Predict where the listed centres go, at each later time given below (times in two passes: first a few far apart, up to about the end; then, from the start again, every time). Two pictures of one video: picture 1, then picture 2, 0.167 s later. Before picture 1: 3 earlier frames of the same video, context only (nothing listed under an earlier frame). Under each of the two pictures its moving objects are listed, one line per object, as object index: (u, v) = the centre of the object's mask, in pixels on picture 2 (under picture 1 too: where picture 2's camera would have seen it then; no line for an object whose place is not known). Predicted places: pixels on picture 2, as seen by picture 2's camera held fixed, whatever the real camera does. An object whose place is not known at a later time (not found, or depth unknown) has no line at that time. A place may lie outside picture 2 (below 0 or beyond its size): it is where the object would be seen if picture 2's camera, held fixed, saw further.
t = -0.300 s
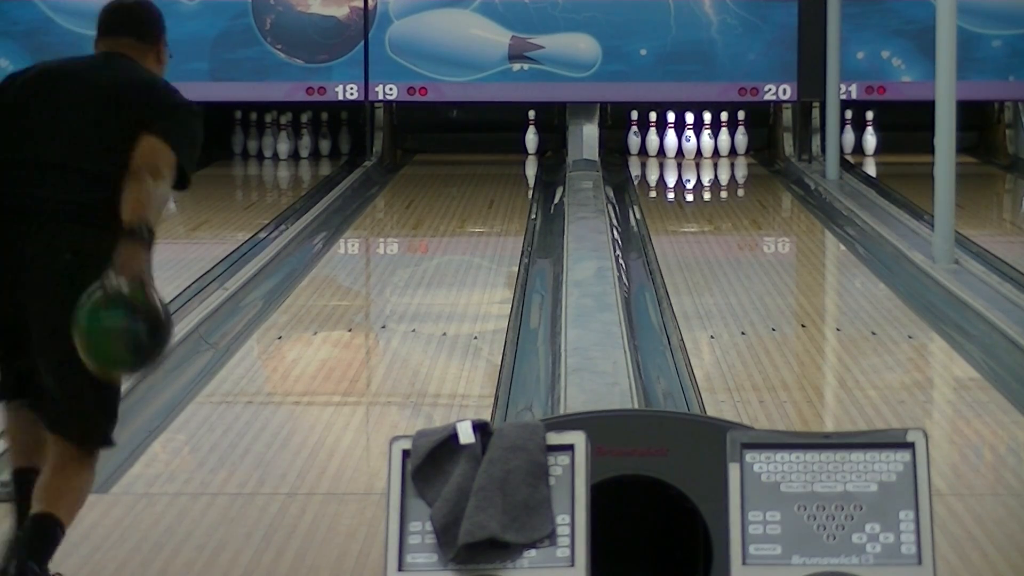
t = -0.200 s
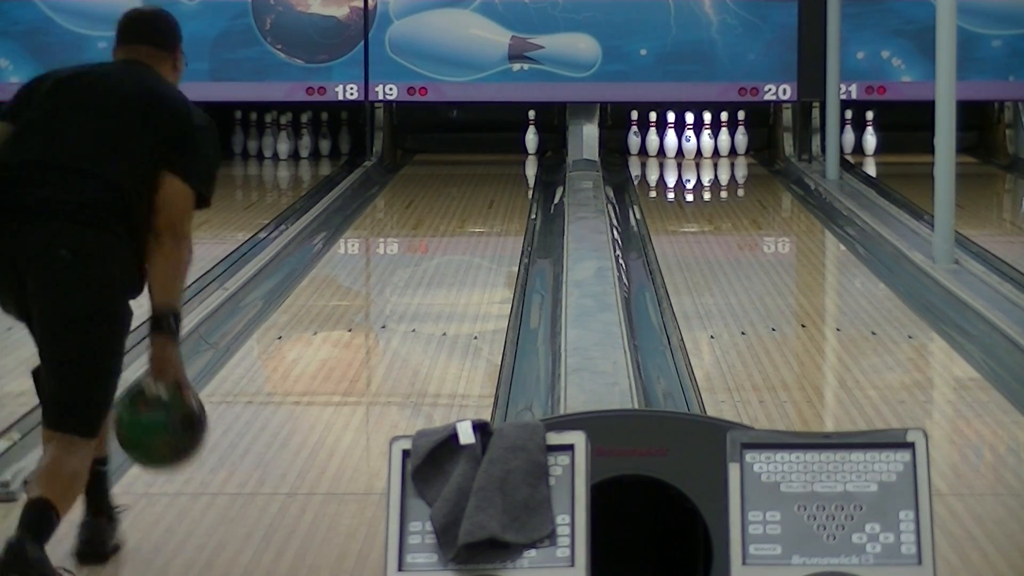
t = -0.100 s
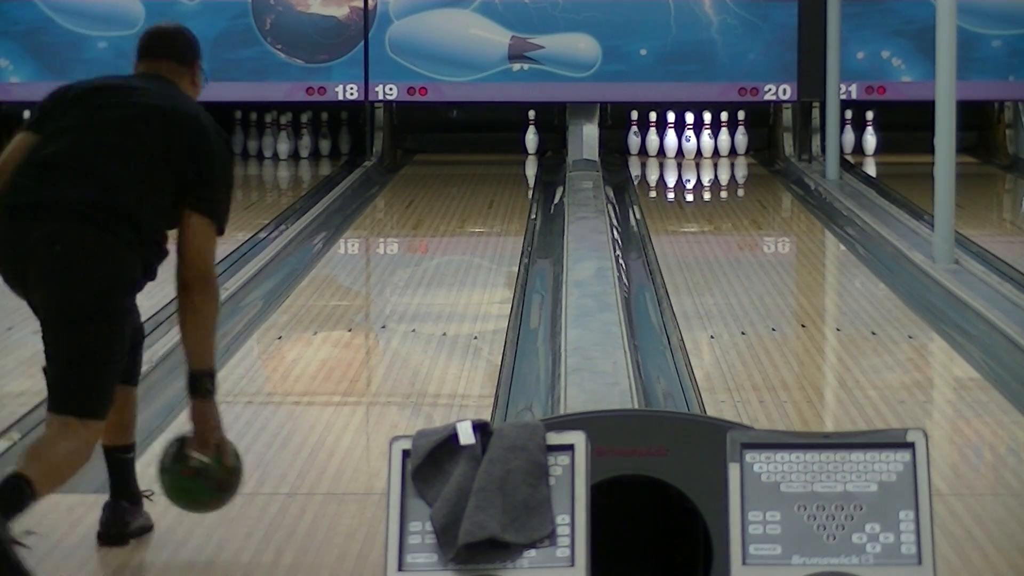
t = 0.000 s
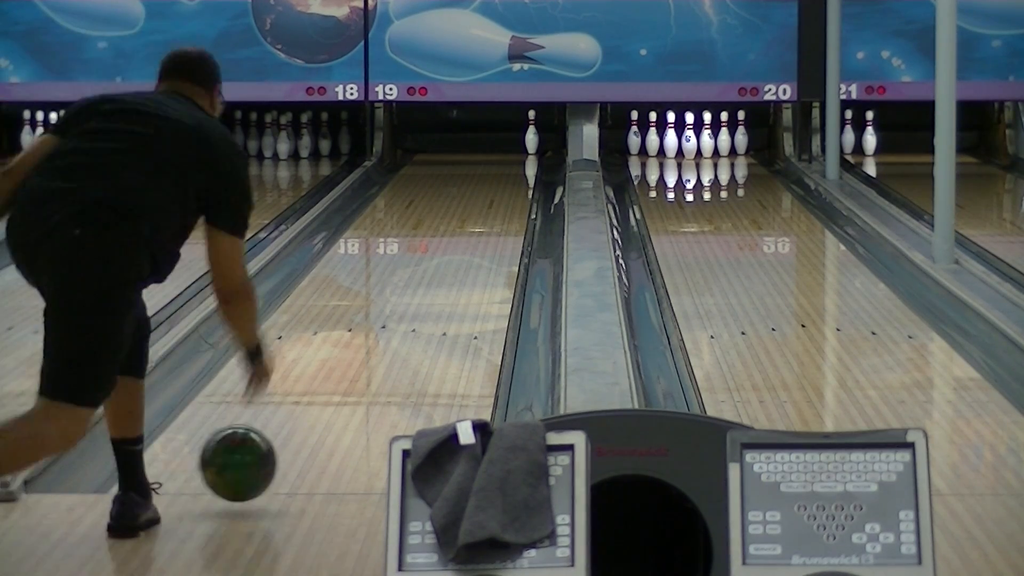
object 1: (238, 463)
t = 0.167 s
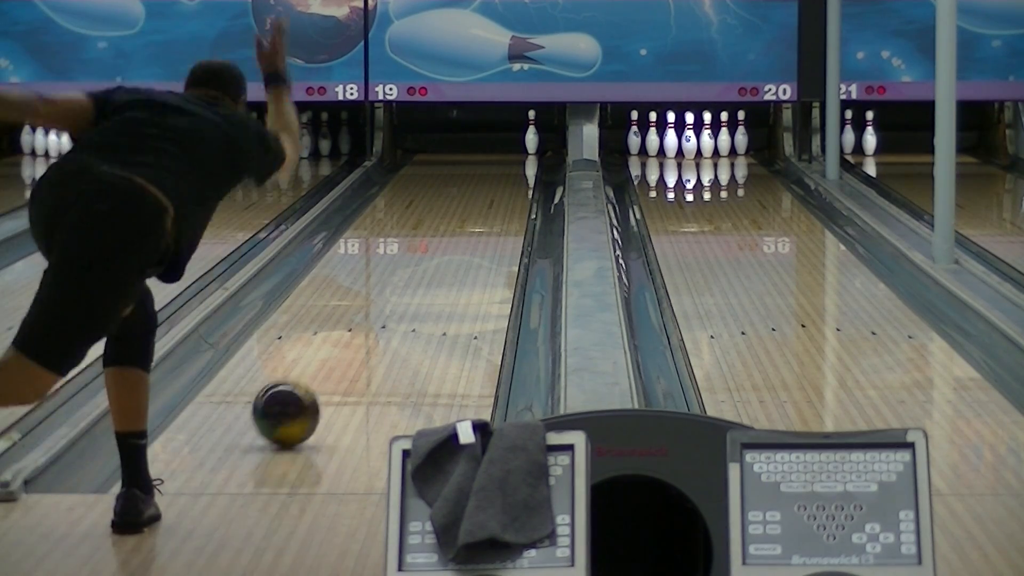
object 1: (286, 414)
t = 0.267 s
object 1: (309, 384)
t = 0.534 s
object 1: (357, 325)
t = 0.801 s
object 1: (392, 281)
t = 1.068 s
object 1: (419, 246)
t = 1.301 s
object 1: (437, 222)
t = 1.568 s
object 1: (454, 199)
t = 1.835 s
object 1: (466, 181)
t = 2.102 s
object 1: (474, 167)
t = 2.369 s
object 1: (477, 155)
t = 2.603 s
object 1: (478, 146)
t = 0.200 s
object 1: (294, 403)
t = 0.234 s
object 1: (302, 393)
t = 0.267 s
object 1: (309, 384)
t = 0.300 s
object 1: (316, 376)
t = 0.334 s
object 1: (323, 368)
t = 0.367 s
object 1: (329, 360)
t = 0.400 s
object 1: (335, 352)
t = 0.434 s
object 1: (341, 345)
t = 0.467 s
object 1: (347, 339)
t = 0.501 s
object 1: (352, 331)
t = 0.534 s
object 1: (357, 325)
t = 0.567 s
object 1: (362, 318)
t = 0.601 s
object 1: (367, 312)
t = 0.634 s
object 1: (371, 306)
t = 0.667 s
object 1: (376, 301)
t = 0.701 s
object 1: (380, 296)
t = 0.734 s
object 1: (384, 291)
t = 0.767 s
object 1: (388, 286)
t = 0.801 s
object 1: (392, 281)
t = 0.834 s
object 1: (396, 276)
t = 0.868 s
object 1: (399, 271)
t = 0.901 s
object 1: (403, 267)
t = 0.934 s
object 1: (406, 262)
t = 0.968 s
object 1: (410, 259)
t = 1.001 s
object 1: (413, 254)
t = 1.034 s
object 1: (416, 250)
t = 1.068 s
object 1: (419, 246)
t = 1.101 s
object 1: (422, 243)
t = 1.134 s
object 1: (424, 239)
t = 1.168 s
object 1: (427, 235)
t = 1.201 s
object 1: (430, 231)
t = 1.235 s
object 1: (432, 229)
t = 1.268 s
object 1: (434, 225)
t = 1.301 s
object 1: (437, 222)
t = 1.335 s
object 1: (439, 219)
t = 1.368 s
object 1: (442, 216)
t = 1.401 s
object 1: (444, 213)
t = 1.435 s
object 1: (445, 210)
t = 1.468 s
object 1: (447, 207)
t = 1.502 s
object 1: (449, 205)
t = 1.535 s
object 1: (452, 202)
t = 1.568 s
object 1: (454, 199)
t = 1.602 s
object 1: (456, 196)
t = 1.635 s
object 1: (457, 194)
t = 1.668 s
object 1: (459, 192)
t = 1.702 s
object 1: (460, 189)
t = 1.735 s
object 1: (462, 187)
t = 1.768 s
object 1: (463, 185)
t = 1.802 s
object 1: (464, 184)
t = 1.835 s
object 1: (466, 181)
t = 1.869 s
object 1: (467, 178)
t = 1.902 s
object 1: (468, 176)
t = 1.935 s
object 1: (470, 175)
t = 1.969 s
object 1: (469, 174)
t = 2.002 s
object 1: (471, 172)
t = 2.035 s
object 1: (472, 170)
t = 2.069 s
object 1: (473, 168)
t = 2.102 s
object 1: (474, 167)
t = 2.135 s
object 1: (474, 165)
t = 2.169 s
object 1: (475, 163)
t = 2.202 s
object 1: (476, 161)
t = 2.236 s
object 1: (476, 160)
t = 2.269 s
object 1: (476, 160)
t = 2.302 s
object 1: (477, 158)
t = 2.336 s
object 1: (476, 156)
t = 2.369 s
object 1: (477, 155)
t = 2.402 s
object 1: (477, 153)
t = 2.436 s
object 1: (477, 152)
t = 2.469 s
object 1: (477, 151)
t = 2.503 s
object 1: (476, 153)
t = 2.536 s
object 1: (476, 148)
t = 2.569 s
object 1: (477, 148)
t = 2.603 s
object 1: (478, 146)
